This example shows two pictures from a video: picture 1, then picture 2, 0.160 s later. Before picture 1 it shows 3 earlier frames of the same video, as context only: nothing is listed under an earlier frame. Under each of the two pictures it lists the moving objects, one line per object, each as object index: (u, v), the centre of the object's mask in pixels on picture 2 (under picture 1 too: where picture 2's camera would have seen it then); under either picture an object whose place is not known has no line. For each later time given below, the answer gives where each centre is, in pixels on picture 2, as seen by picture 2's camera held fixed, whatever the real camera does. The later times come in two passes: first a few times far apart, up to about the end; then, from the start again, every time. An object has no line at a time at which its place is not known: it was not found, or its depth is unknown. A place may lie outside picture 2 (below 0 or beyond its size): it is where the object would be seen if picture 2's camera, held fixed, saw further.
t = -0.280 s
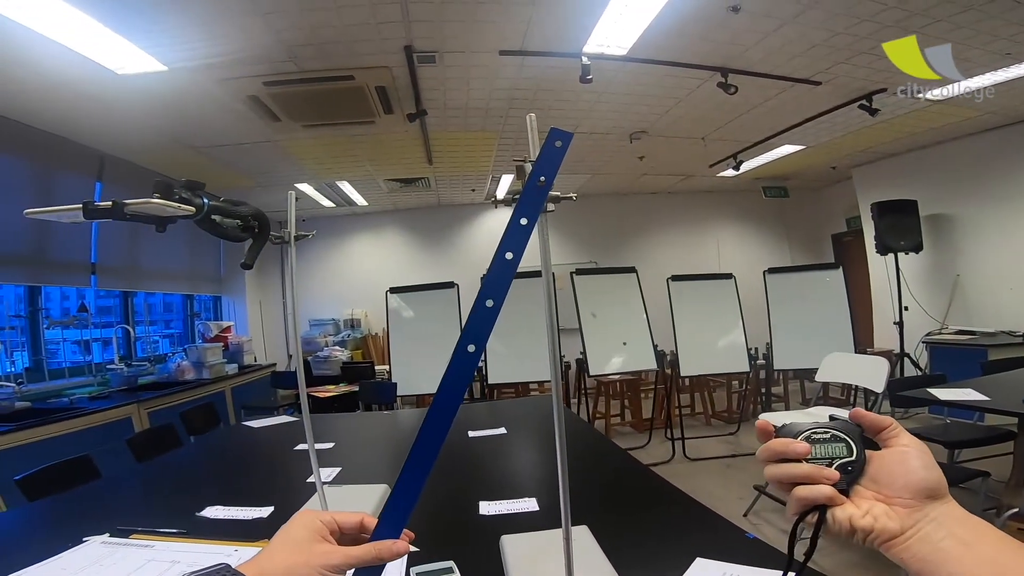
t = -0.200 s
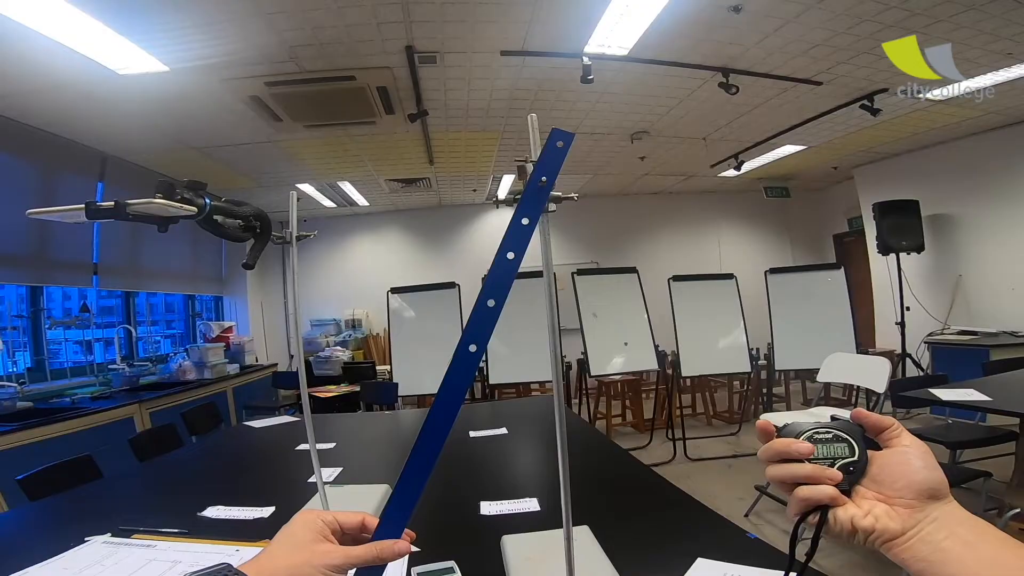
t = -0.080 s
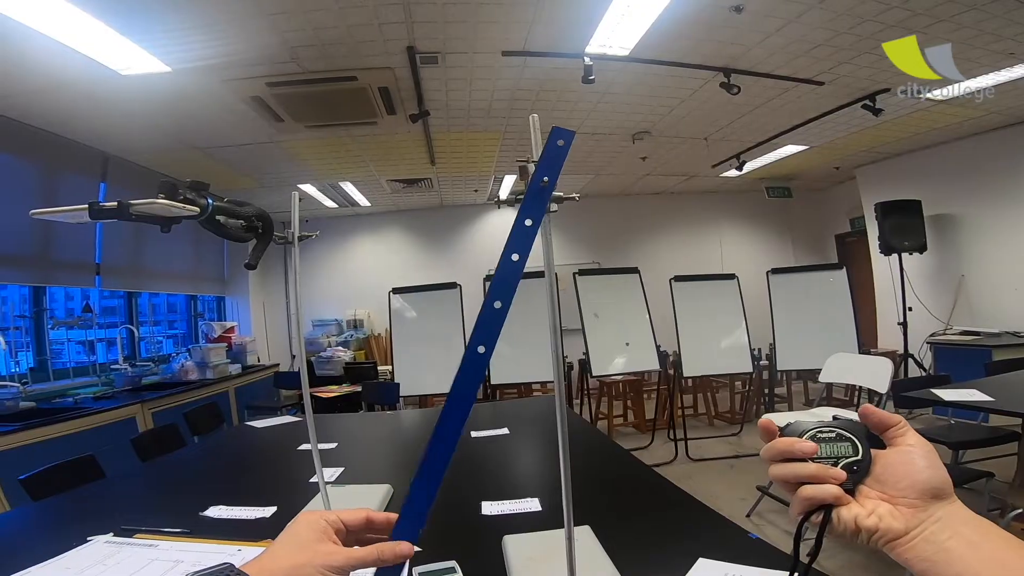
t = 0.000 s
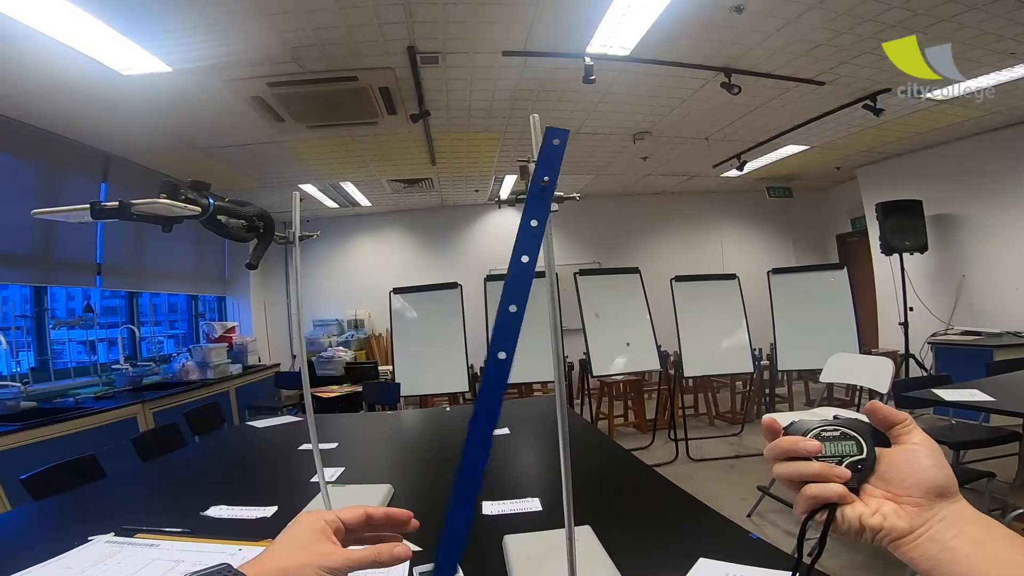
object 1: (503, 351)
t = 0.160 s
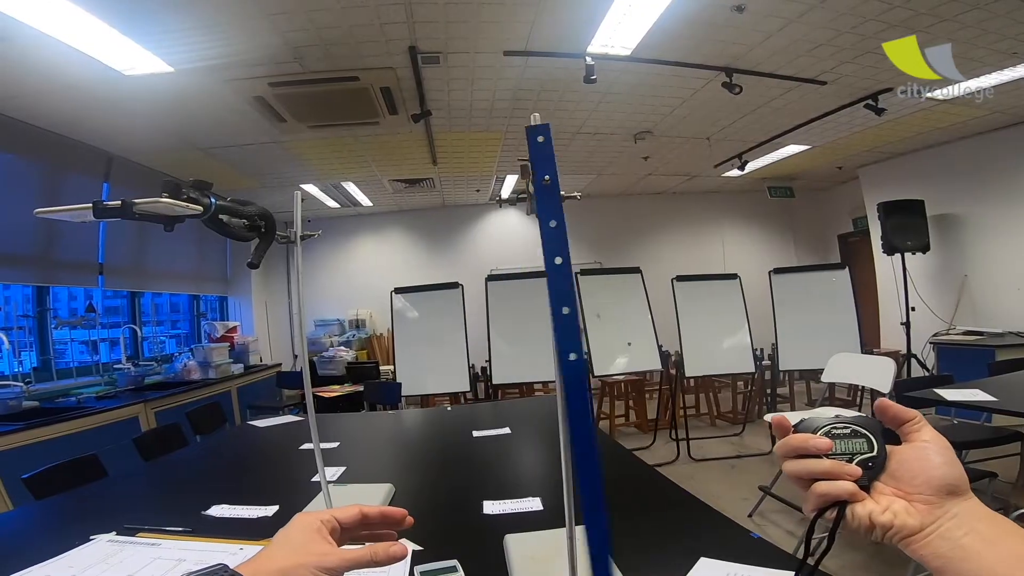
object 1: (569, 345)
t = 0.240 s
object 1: (602, 345)
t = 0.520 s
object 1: (614, 332)
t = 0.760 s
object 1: (532, 337)
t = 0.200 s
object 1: (586, 344)
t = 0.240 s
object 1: (602, 345)
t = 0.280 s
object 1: (614, 342)
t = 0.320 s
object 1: (622, 335)
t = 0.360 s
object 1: (627, 331)
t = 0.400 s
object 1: (629, 331)
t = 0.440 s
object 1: (627, 330)
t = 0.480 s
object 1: (622, 329)
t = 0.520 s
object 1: (614, 332)
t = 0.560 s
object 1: (605, 338)
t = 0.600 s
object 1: (593, 345)
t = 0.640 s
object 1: (578, 346)
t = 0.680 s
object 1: (561, 338)
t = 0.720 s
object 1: (547, 343)
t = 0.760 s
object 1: (532, 337)
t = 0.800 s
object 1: (517, 343)
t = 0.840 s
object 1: (504, 346)
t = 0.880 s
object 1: (494, 346)
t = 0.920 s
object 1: (486, 347)
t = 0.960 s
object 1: (481, 348)
